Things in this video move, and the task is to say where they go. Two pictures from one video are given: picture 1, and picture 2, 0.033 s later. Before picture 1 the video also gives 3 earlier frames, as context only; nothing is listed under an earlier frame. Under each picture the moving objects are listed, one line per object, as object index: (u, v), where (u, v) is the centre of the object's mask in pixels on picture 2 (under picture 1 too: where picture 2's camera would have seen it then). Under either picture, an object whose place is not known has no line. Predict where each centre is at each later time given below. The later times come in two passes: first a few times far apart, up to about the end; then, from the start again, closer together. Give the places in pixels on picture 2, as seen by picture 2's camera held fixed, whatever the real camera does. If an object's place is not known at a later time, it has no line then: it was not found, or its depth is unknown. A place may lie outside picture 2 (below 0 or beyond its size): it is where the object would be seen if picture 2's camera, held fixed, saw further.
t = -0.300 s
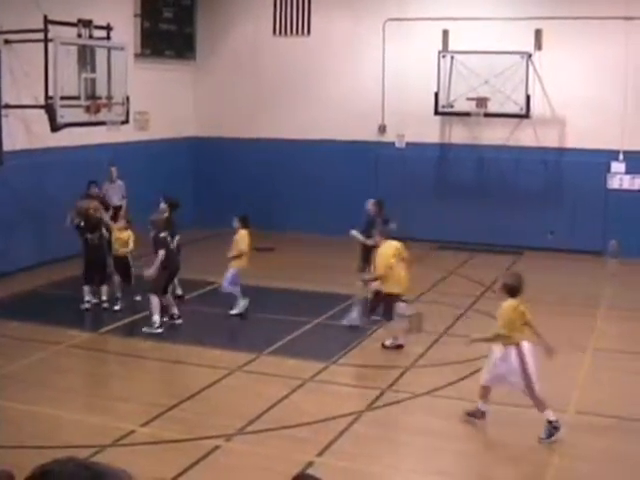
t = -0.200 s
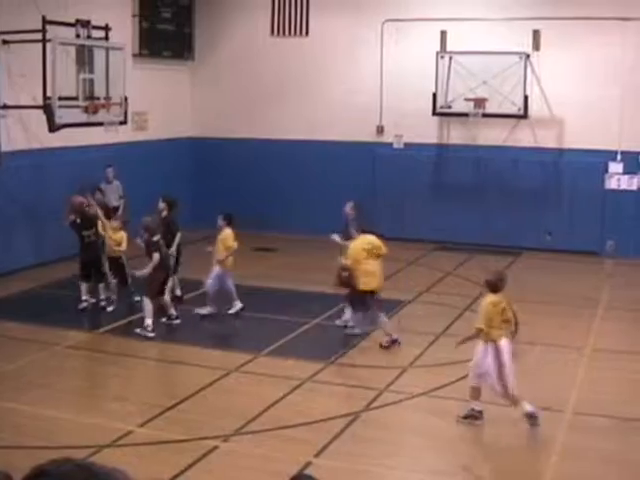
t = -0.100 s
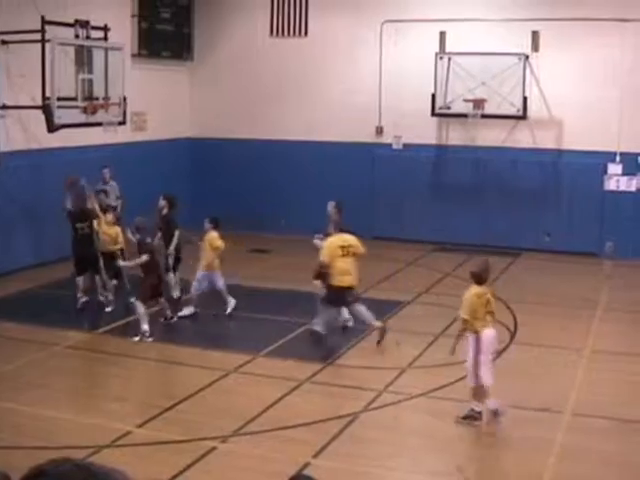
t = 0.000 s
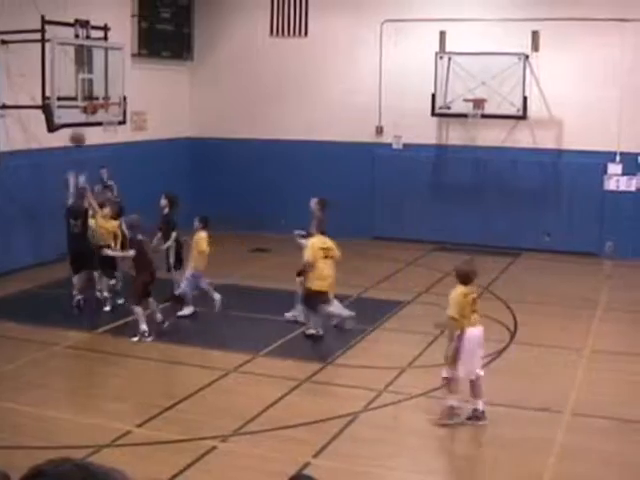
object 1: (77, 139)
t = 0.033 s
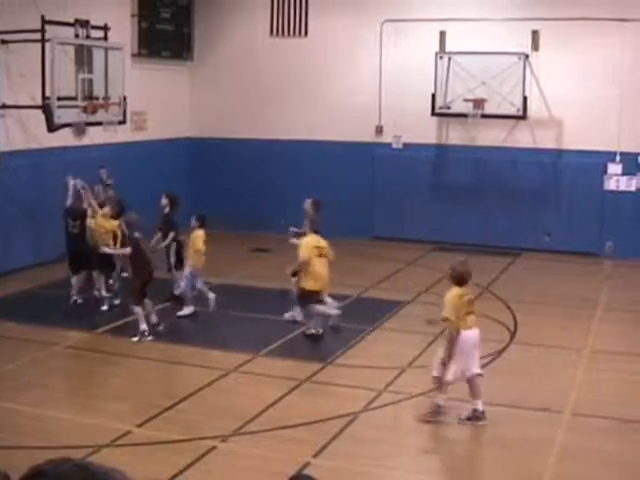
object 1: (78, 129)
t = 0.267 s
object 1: (96, 79)
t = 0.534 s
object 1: (116, 70)
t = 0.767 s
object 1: (137, 98)
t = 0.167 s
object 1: (90, 92)
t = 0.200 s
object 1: (92, 87)
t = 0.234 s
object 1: (95, 83)
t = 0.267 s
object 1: (96, 79)
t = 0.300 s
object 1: (98, 75)
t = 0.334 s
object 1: (100, 72)
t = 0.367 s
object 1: (103, 70)
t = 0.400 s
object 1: (105, 69)
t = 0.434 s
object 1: (108, 68)
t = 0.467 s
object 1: (110, 68)
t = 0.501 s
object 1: (112, 68)
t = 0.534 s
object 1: (116, 70)
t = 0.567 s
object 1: (119, 71)
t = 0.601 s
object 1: (123, 75)
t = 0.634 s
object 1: (126, 78)
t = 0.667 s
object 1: (128, 82)
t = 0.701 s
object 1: (131, 87)
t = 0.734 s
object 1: (134, 92)
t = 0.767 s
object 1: (137, 98)
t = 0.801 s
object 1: (140, 105)
